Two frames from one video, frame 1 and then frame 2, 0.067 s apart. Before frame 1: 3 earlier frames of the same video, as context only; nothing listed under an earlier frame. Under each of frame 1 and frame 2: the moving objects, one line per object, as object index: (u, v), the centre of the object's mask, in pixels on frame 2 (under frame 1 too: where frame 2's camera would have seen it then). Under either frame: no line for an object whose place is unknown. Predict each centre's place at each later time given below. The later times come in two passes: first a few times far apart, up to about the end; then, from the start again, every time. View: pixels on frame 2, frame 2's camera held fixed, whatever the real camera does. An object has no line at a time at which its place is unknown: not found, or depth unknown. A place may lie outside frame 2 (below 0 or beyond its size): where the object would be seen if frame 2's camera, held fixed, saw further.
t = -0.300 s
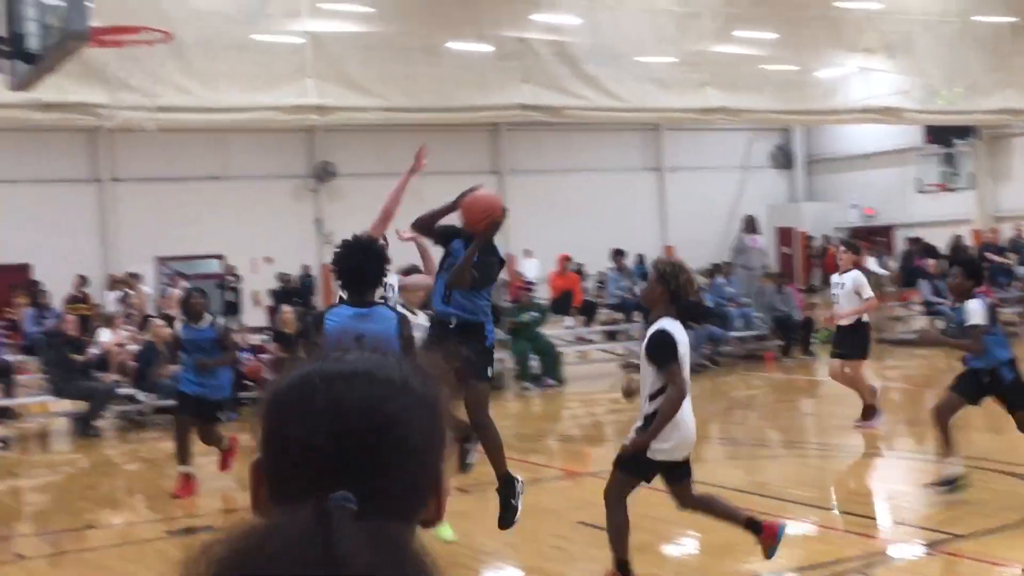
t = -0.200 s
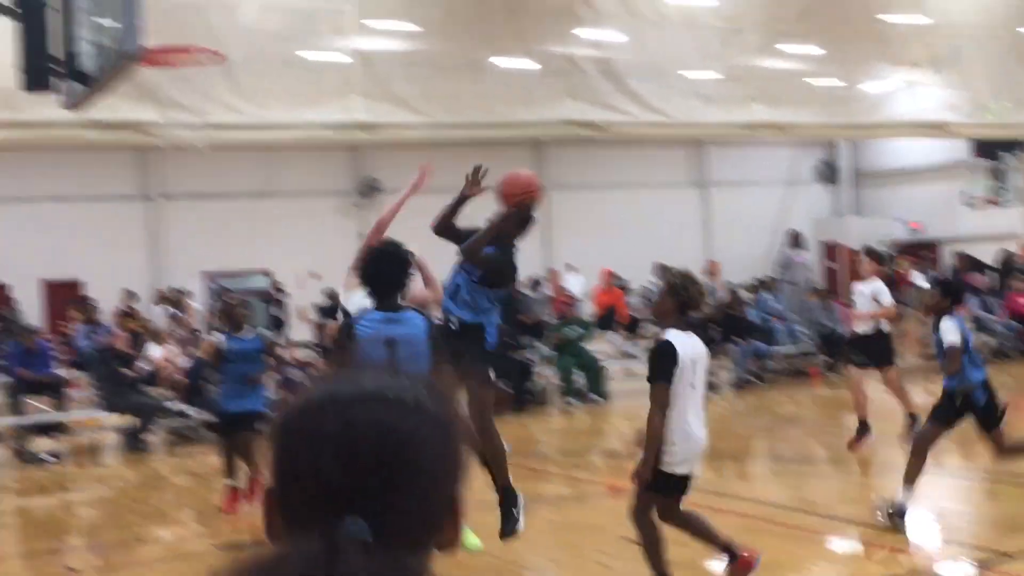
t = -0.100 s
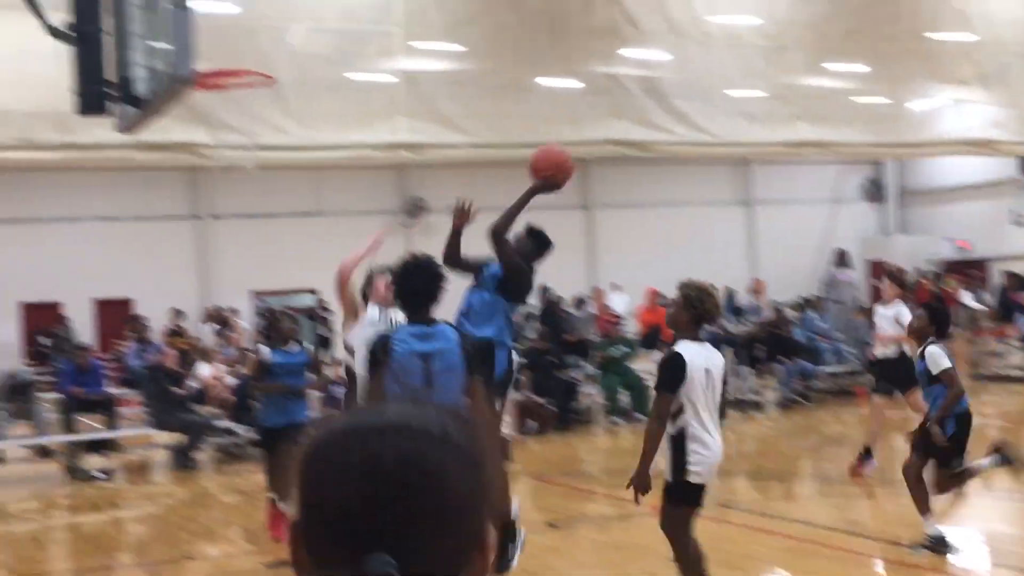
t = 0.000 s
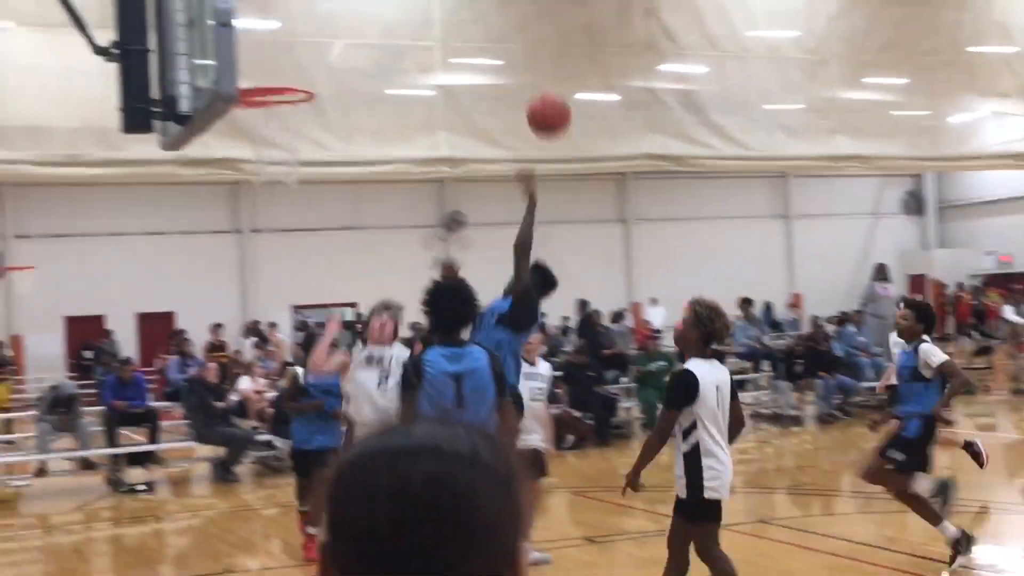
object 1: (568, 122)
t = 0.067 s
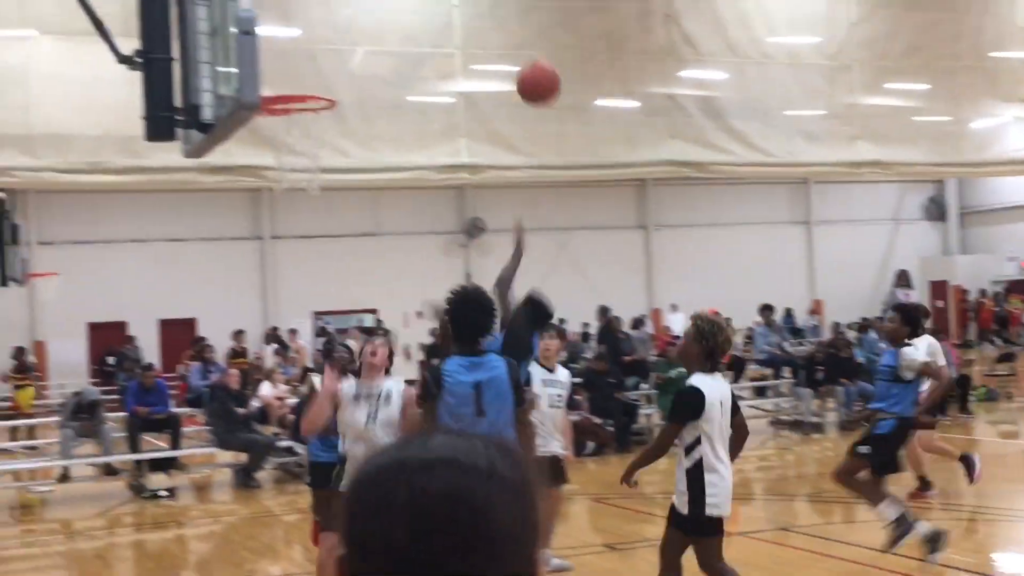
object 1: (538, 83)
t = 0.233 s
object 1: (464, 23)
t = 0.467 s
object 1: (368, 22)
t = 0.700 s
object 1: (287, 118)
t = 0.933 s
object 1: (303, 179)
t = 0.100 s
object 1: (523, 66)
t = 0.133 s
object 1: (508, 52)
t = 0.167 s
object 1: (493, 41)
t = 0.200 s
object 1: (479, 31)
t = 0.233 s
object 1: (464, 23)
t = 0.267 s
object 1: (450, 17)
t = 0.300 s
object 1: (436, 12)
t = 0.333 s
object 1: (422, 10)
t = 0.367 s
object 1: (408, 10)
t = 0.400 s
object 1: (394, 12)
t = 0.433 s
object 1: (381, 16)
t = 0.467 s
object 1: (368, 22)
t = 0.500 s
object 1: (354, 30)
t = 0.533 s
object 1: (341, 39)
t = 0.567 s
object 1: (329, 51)
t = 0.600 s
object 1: (315, 65)
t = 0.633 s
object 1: (304, 78)
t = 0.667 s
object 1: (293, 93)
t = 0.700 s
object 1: (287, 118)
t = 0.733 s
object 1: (286, 124)
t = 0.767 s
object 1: (288, 137)
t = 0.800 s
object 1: (290, 149)
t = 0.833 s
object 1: (292, 157)
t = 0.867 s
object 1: (296, 163)
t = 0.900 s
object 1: (299, 170)
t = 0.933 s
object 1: (303, 179)
